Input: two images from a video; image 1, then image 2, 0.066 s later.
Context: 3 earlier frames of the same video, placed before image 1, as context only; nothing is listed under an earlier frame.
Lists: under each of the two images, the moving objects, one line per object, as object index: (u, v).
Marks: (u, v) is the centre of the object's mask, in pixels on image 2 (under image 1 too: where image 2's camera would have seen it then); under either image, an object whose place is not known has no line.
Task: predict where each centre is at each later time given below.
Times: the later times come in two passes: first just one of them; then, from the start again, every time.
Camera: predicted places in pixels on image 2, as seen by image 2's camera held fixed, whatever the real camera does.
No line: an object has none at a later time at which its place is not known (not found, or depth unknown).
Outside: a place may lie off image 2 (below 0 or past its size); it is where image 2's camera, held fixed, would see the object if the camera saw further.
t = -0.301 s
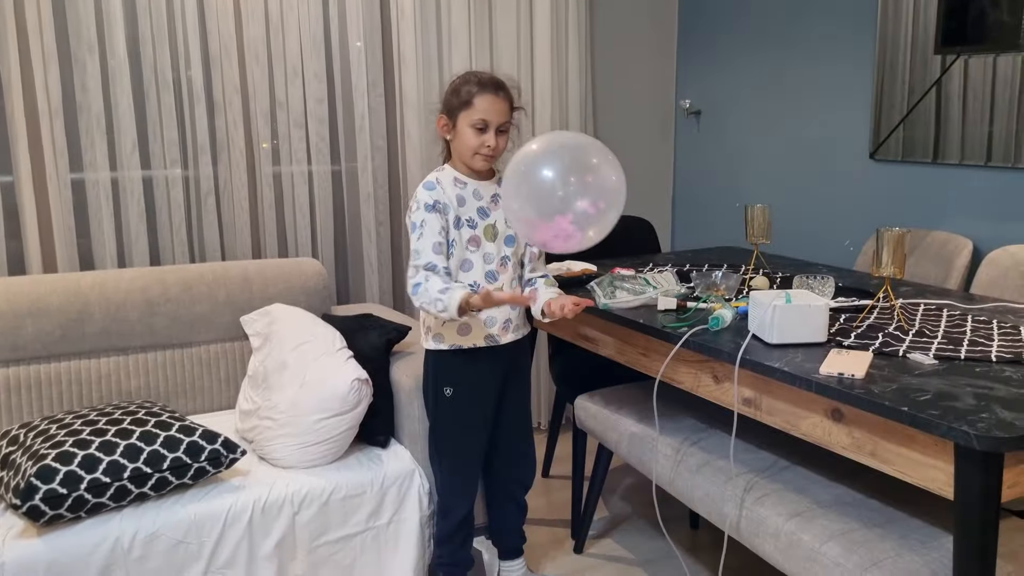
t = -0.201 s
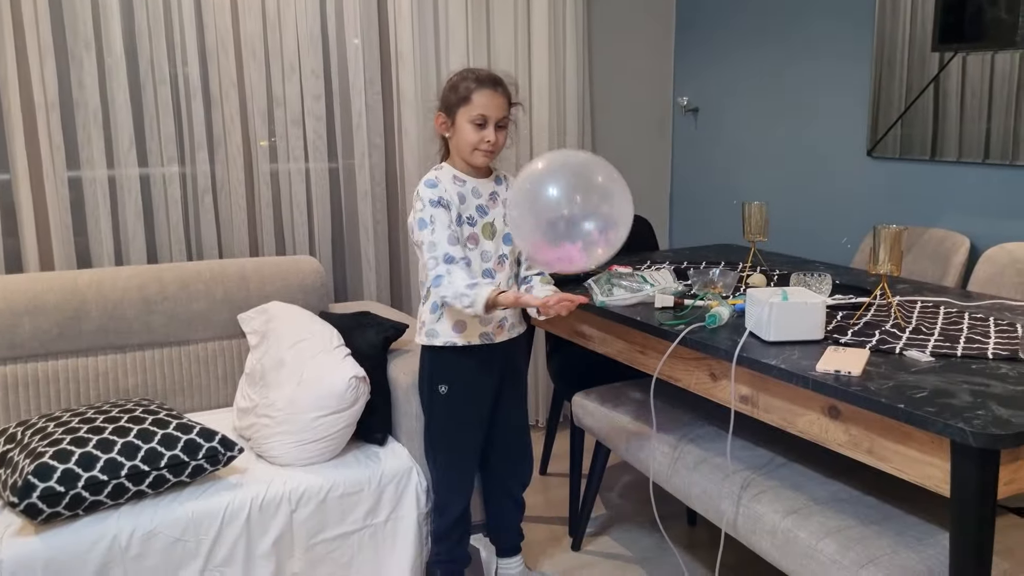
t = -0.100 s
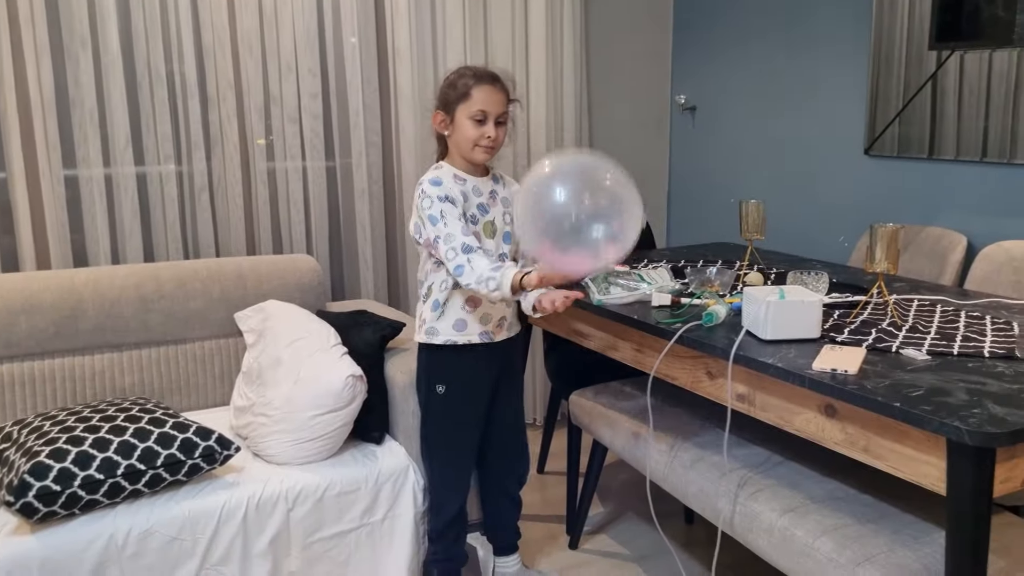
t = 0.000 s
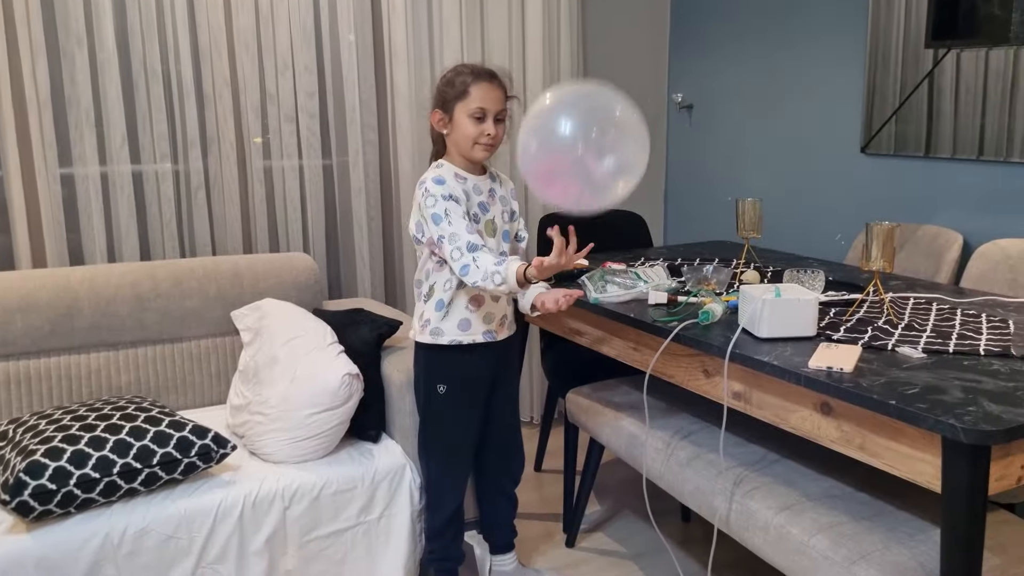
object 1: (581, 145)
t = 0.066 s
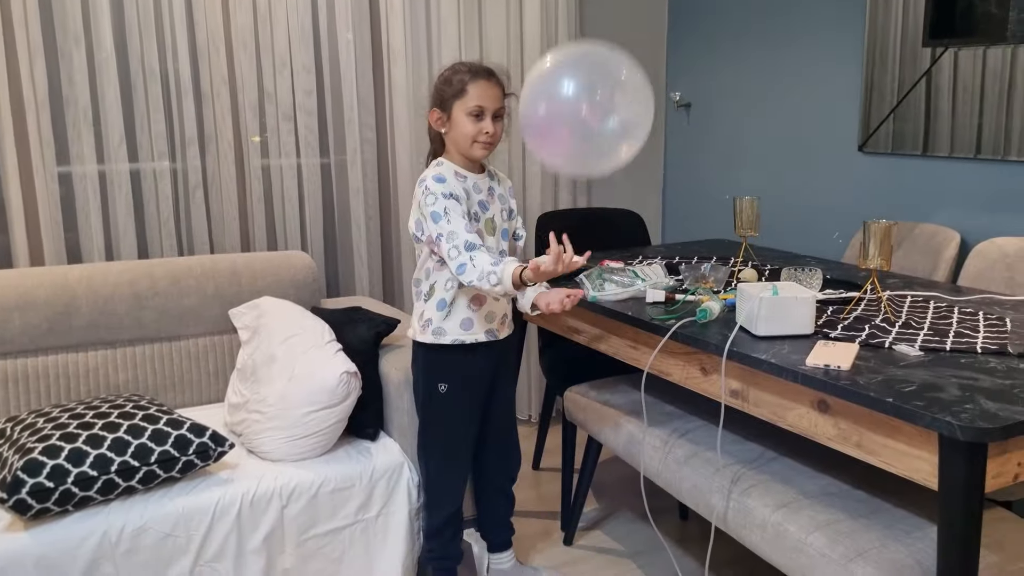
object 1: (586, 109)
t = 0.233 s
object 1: (597, 53)
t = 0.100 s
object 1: (589, 92)
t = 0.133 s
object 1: (591, 77)
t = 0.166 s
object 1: (593, 66)
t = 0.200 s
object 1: (595, 59)
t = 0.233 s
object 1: (597, 53)
